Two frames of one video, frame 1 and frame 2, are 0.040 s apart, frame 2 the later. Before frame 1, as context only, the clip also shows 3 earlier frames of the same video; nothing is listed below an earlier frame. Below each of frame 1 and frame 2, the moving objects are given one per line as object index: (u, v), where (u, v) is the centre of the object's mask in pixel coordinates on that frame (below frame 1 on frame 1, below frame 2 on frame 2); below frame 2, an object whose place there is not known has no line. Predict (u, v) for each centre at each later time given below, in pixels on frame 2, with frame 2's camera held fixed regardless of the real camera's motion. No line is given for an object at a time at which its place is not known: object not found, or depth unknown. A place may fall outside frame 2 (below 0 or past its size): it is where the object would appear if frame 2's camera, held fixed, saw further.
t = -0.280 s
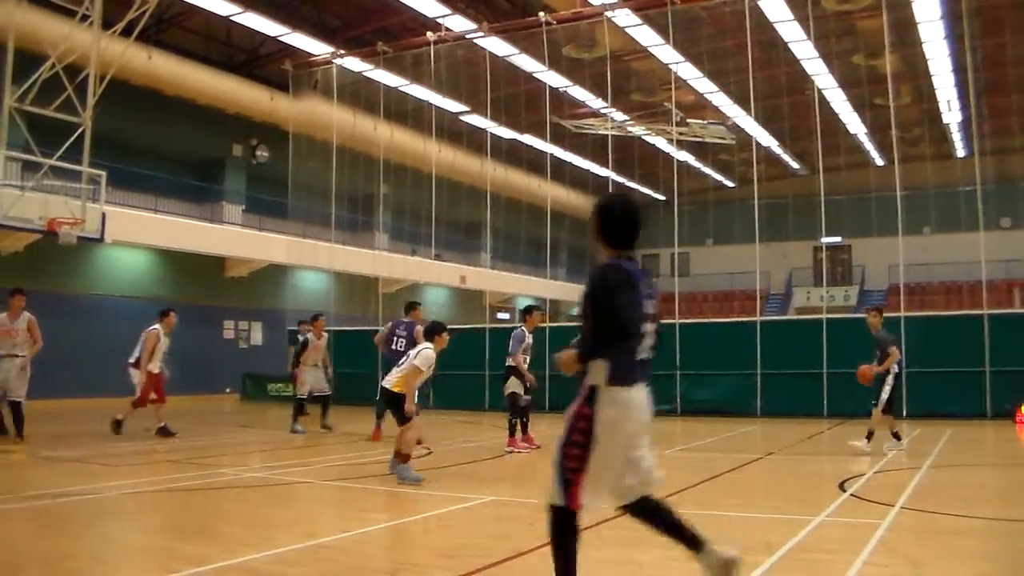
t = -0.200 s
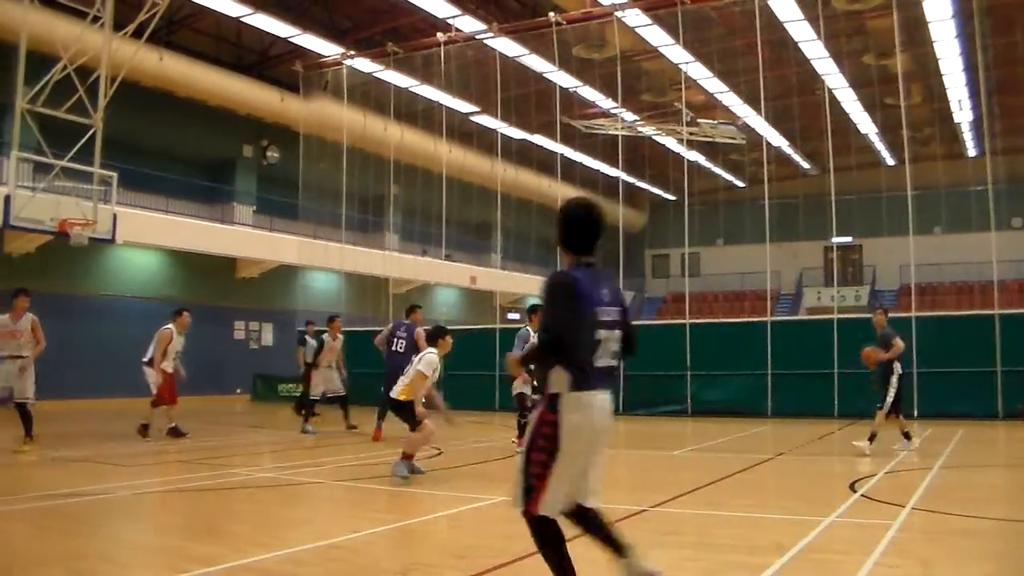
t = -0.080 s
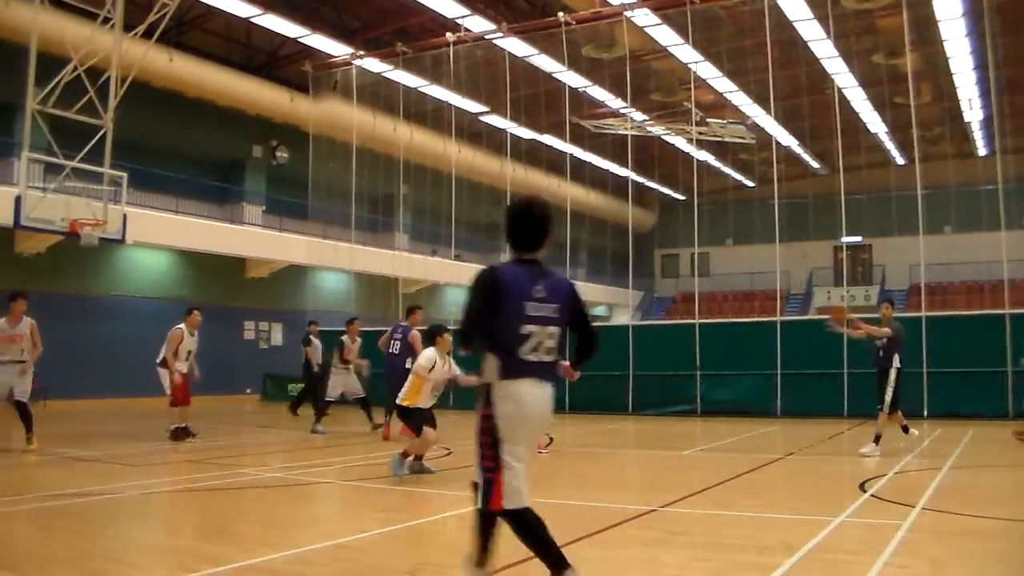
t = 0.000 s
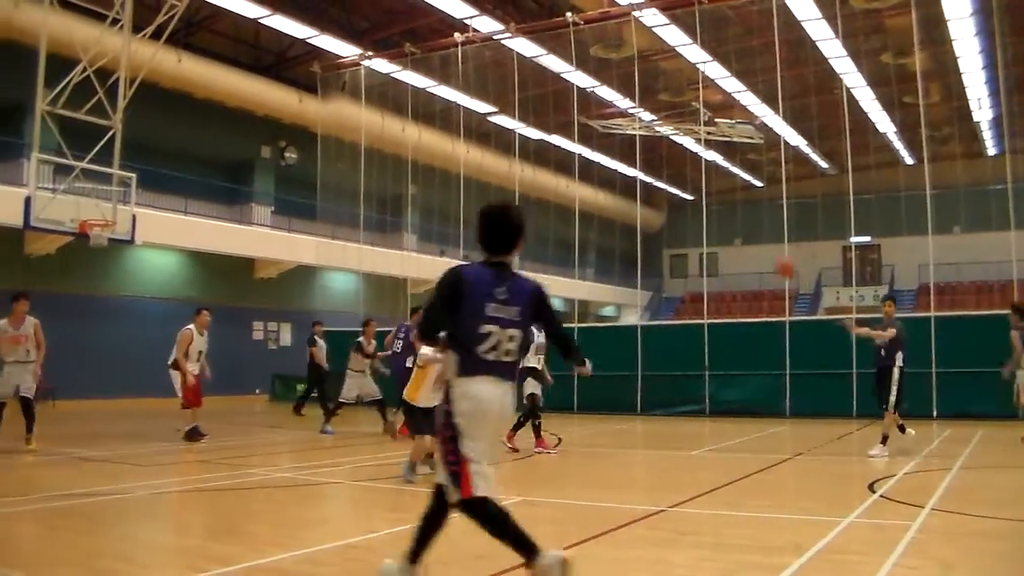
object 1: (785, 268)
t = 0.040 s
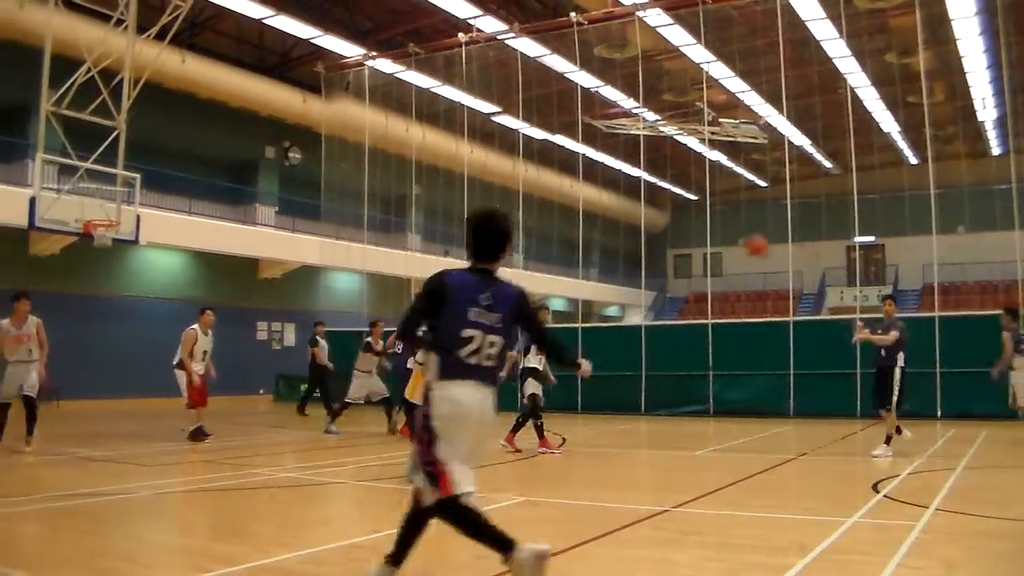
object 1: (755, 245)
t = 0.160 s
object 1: (658, 196)
